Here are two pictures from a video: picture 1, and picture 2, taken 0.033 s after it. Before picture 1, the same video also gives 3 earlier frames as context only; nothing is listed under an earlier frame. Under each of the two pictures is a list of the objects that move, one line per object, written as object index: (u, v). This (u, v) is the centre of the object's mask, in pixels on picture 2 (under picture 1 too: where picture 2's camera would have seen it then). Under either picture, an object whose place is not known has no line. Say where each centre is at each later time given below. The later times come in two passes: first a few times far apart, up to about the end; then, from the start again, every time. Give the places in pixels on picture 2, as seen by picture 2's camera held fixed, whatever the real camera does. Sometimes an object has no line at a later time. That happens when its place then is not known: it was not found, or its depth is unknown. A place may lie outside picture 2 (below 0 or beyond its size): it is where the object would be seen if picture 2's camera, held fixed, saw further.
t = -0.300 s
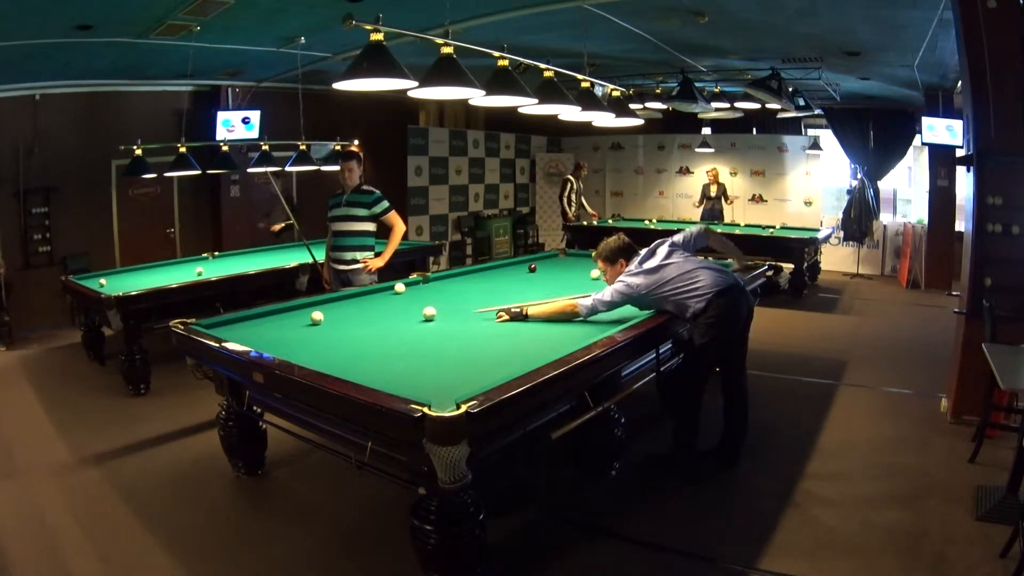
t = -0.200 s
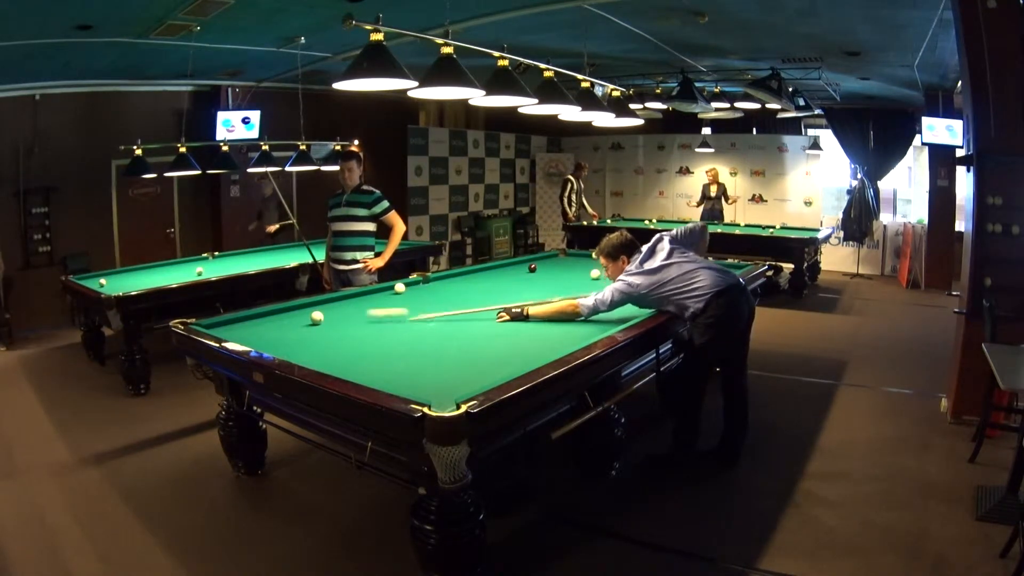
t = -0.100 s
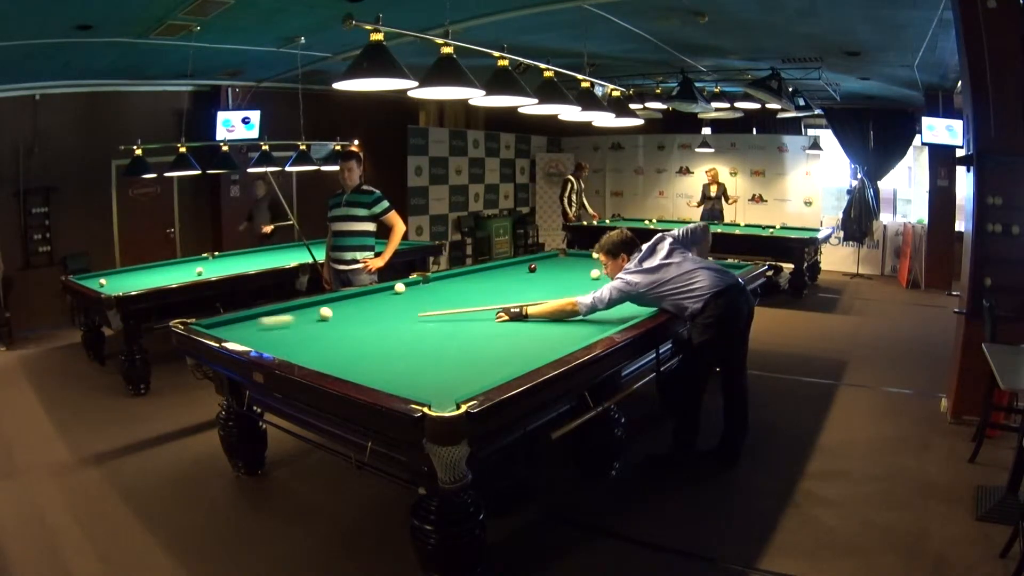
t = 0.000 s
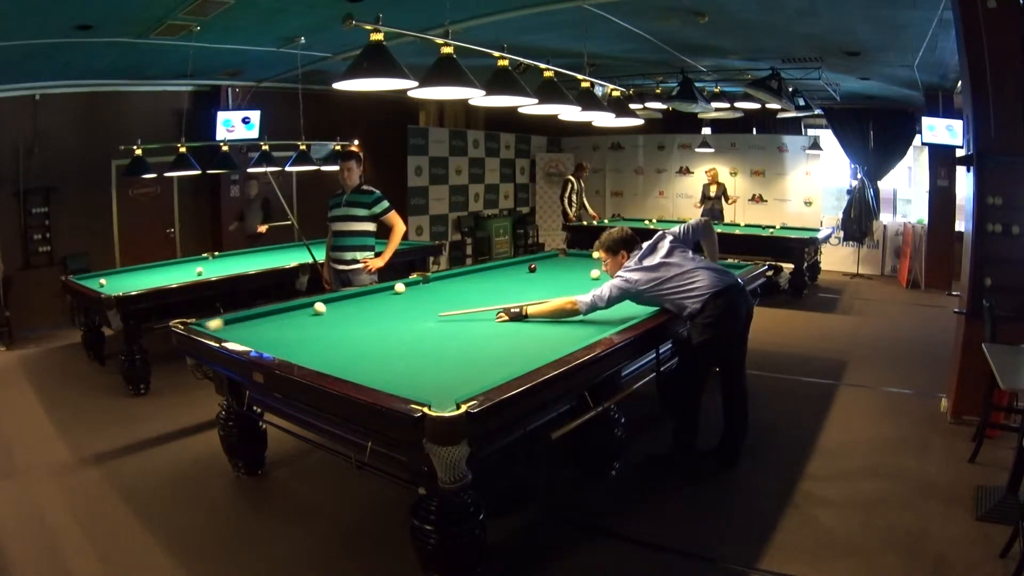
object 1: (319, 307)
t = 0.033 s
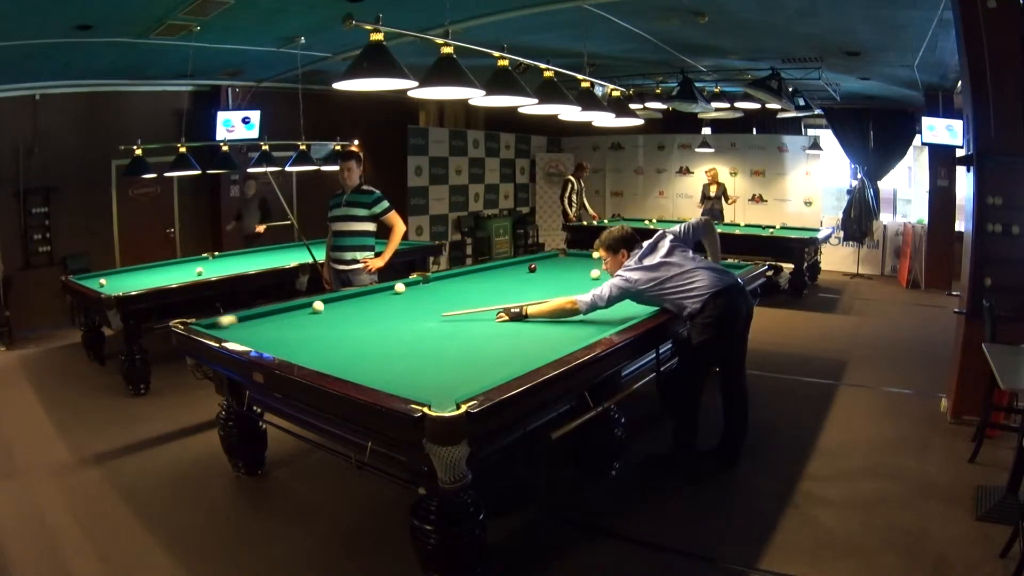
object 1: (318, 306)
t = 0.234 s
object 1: (327, 301)
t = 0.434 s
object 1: (351, 301)
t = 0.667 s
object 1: (378, 300)
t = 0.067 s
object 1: (317, 304)
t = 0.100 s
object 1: (316, 303)
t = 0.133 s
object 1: (316, 302)
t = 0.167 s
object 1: (319, 301)
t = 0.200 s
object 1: (323, 301)
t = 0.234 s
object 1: (327, 301)
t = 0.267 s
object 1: (332, 300)
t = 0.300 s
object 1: (335, 299)
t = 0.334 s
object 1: (338, 300)
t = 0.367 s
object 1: (343, 301)
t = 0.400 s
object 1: (347, 301)
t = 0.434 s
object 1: (351, 301)
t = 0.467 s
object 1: (354, 300)
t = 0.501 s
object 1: (358, 300)
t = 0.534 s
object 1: (362, 300)
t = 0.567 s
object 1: (366, 300)
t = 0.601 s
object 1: (370, 300)
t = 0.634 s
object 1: (374, 300)
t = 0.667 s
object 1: (378, 300)
